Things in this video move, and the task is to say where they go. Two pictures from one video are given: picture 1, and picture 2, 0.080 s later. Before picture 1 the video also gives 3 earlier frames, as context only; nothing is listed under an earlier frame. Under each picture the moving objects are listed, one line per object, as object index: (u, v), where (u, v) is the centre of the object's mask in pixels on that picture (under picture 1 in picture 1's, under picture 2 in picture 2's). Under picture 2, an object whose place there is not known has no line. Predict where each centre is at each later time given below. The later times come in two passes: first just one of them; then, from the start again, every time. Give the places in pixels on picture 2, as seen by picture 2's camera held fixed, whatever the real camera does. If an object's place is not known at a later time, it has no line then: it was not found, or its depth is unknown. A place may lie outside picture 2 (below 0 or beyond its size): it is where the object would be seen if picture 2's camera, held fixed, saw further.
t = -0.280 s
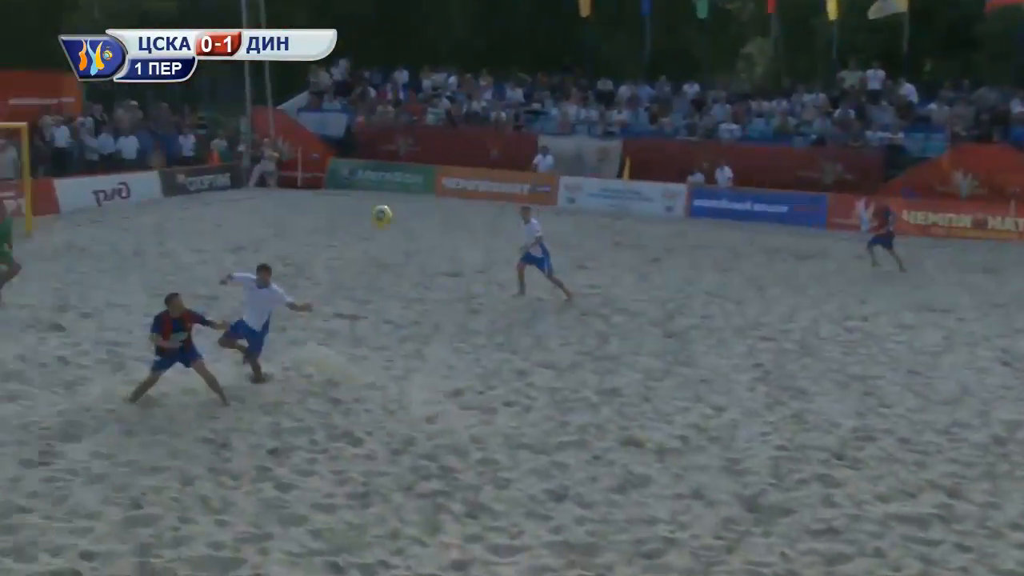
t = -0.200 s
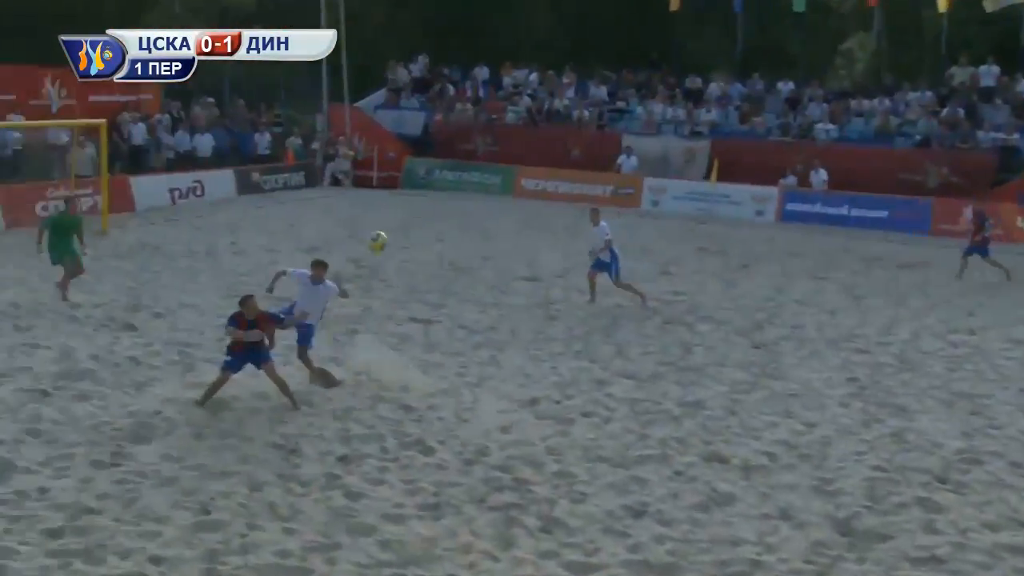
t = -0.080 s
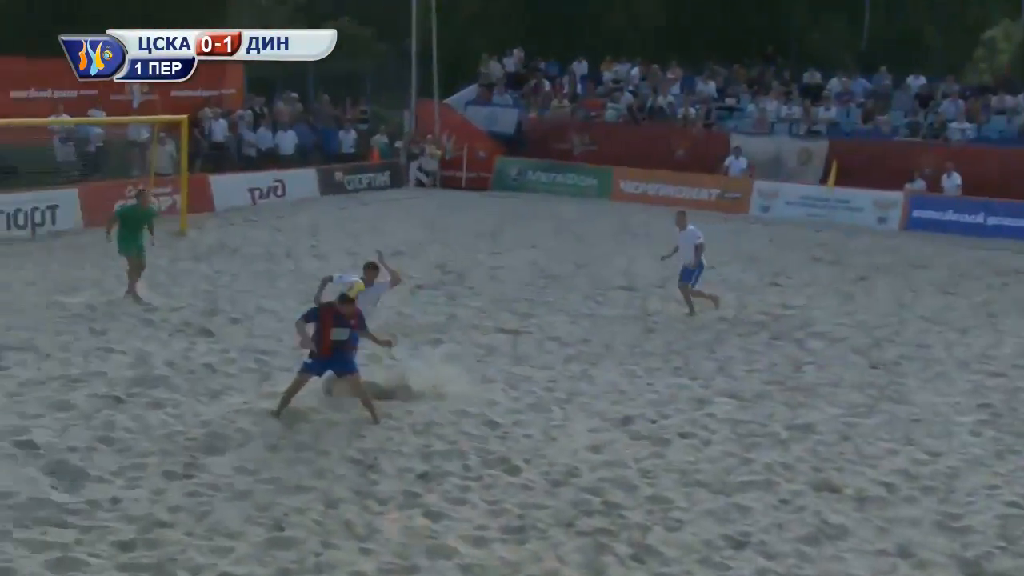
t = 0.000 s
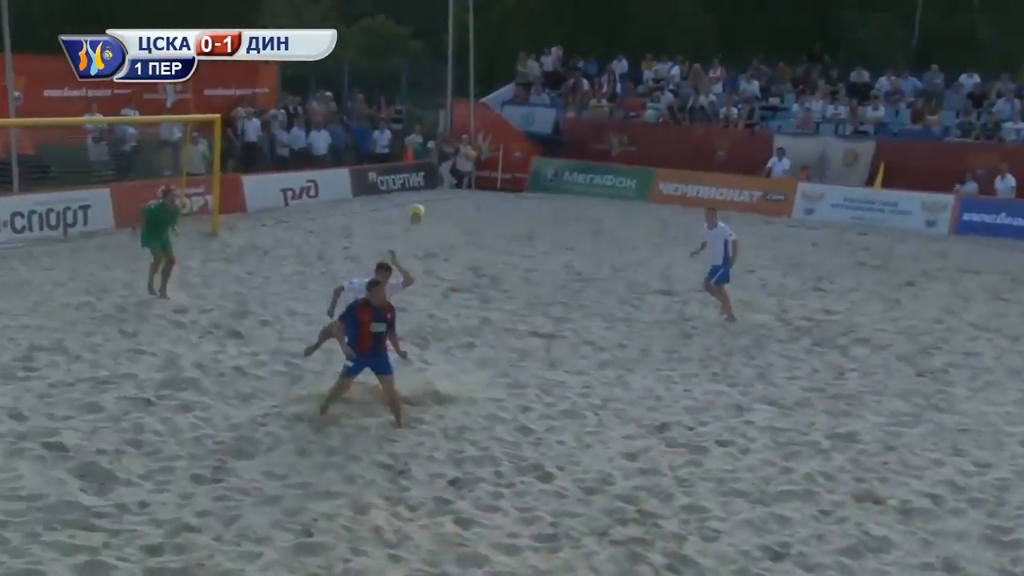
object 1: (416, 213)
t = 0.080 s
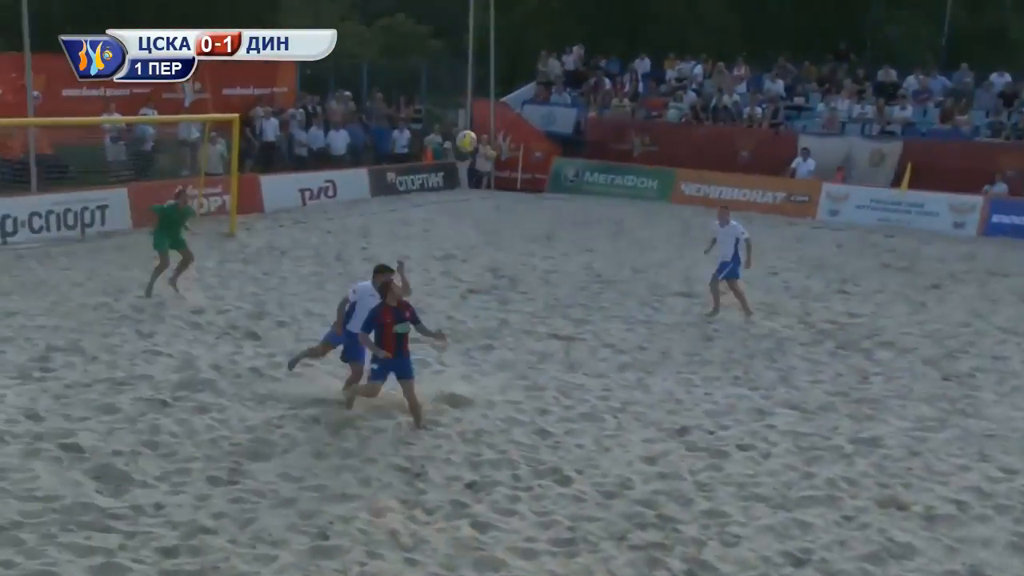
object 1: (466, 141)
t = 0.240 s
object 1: (523, 15)
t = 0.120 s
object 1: (480, 106)
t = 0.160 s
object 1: (495, 75)
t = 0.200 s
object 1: (509, 43)
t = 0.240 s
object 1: (523, 15)
